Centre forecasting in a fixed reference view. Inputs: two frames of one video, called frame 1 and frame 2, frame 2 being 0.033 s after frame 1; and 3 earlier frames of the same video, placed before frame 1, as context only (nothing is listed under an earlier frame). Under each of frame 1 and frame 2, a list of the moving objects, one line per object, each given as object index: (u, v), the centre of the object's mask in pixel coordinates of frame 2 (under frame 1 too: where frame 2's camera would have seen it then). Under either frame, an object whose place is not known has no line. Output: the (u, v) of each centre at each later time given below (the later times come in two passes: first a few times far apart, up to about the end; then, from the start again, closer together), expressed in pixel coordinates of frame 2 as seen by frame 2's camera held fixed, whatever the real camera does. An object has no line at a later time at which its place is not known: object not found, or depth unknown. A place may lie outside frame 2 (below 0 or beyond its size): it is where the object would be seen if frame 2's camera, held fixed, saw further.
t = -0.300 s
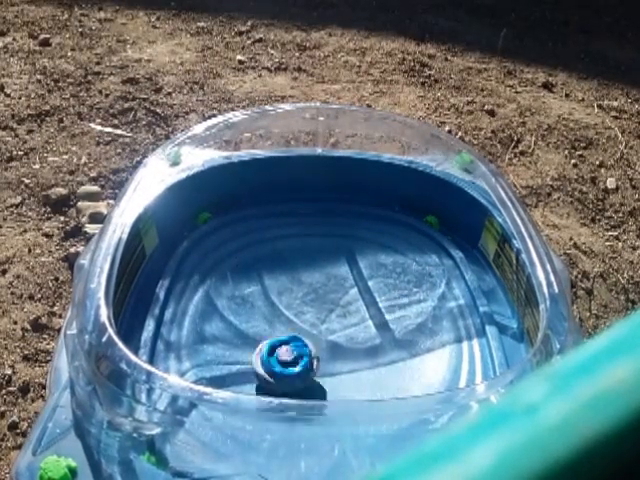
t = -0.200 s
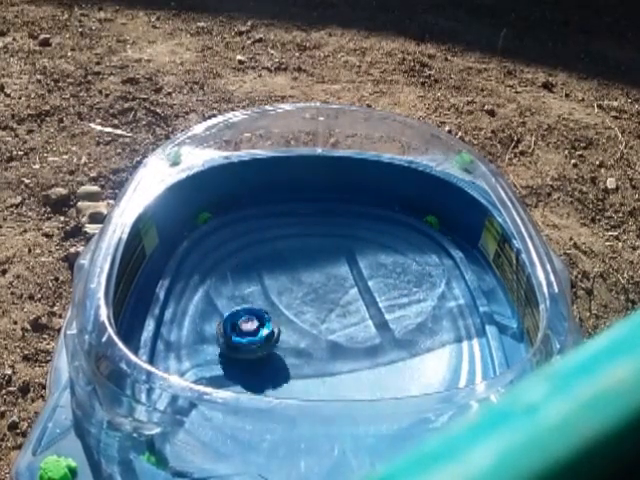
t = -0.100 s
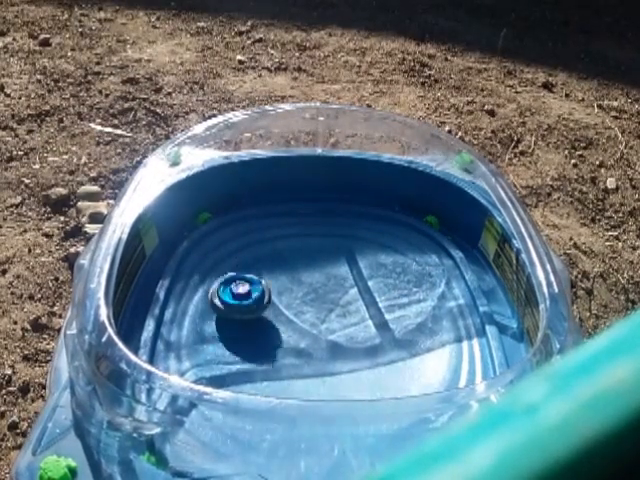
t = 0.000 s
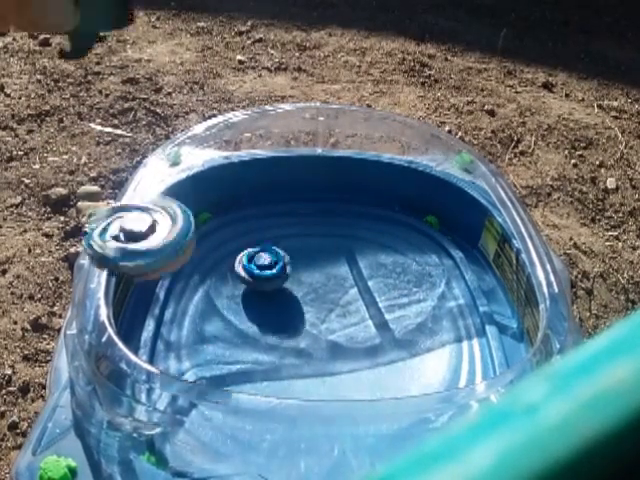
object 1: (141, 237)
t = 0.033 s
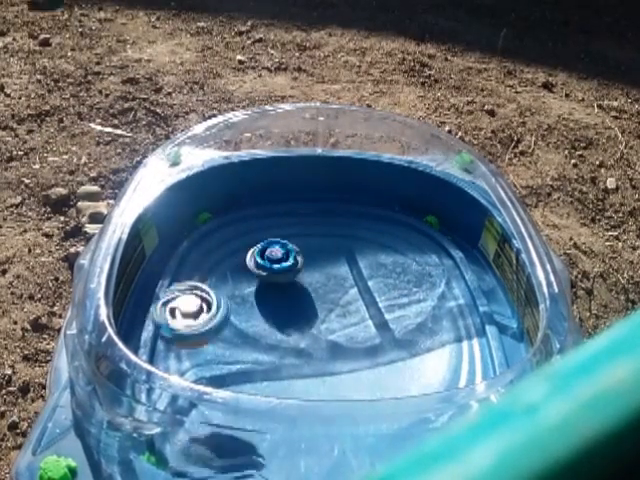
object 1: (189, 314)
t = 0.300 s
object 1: (405, 193)
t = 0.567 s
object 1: (398, 231)
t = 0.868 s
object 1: (265, 211)
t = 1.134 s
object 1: (195, 270)
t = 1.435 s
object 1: (334, 351)
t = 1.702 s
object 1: (447, 359)
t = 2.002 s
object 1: (413, 254)
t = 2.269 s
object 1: (318, 263)
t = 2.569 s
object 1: (395, 234)
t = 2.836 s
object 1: (361, 220)
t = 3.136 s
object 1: (318, 290)
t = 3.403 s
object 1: (380, 325)
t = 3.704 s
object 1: (379, 301)
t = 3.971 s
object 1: (377, 315)
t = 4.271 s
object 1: (358, 316)
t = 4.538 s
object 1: (359, 291)
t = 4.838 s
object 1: (325, 270)
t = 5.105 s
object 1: (296, 281)
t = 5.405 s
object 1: (289, 280)
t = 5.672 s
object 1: (305, 270)
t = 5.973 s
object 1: (304, 284)
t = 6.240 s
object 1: (346, 300)
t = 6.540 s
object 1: (372, 280)
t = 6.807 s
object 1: (336, 275)
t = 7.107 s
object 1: (299, 288)
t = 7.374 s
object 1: (276, 290)
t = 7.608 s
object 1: (238, 288)
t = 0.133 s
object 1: (307, 239)
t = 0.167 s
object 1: (326, 216)
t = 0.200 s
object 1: (349, 206)
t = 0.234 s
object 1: (373, 202)
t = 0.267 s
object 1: (394, 201)
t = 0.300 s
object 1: (405, 193)
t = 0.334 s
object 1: (411, 183)
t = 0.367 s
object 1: (415, 185)
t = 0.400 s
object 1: (417, 196)
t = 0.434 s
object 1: (420, 222)
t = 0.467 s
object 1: (417, 218)
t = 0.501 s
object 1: (413, 223)
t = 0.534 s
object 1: (405, 231)
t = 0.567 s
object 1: (398, 231)
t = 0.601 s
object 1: (387, 234)
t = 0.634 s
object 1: (376, 233)
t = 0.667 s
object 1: (363, 228)
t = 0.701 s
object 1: (349, 224)
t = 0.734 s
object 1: (334, 220)
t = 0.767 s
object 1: (314, 217)
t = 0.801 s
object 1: (296, 214)
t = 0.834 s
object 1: (279, 212)
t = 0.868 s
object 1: (265, 211)
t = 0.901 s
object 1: (251, 213)
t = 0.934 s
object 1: (236, 218)
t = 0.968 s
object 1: (225, 224)
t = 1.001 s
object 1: (214, 235)
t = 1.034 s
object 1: (206, 246)
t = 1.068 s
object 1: (200, 255)
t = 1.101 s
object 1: (195, 262)
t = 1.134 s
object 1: (195, 270)
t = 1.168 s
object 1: (200, 279)
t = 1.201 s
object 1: (207, 291)
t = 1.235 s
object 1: (216, 306)
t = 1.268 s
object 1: (230, 322)
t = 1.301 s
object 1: (247, 335)
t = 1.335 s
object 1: (270, 345)
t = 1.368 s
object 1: (292, 351)
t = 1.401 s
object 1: (313, 354)
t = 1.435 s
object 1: (334, 351)
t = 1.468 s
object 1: (352, 348)
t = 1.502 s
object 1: (367, 358)
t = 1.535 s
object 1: (381, 372)
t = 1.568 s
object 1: (395, 374)
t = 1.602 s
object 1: (409, 374)
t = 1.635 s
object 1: (423, 373)
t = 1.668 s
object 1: (436, 368)
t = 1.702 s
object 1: (447, 359)
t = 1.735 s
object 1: (460, 350)
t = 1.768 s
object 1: (466, 335)
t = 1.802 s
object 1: (470, 323)
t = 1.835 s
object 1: (469, 308)
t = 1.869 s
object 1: (462, 294)
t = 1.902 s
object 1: (452, 281)
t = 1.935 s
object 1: (442, 269)
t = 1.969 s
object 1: (427, 261)
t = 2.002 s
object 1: (413, 254)
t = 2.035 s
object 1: (401, 249)
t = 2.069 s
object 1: (388, 248)
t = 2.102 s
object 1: (370, 249)
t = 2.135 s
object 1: (349, 257)
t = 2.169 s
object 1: (327, 263)
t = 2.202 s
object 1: (318, 260)
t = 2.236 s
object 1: (318, 259)
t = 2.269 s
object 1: (318, 263)
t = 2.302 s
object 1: (316, 268)
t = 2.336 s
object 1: (315, 274)
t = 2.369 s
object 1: (341, 266)
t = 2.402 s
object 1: (362, 260)
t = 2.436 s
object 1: (377, 254)
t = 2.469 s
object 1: (387, 249)
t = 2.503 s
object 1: (390, 244)
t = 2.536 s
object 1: (394, 239)
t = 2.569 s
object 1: (395, 234)
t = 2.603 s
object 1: (396, 229)
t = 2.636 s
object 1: (396, 228)
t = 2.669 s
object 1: (397, 222)
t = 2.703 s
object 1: (396, 221)
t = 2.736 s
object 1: (390, 218)
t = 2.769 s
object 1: (379, 219)
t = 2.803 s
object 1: (369, 219)
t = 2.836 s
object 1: (361, 220)
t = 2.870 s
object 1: (357, 221)
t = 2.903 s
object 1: (351, 224)
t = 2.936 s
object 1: (347, 229)
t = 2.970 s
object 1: (346, 234)
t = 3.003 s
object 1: (342, 243)
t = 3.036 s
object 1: (335, 253)
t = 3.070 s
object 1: (328, 265)
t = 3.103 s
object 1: (321, 277)
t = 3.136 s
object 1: (318, 290)
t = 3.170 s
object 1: (317, 302)
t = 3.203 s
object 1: (321, 311)
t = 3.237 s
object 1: (331, 316)
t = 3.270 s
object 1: (342, 320)
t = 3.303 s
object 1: (352, 325)
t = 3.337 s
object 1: (363, 326)
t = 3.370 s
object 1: (372, 325)
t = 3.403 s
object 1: (380, 325)
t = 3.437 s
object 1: (387, 322)
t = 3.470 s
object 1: (393, 319)
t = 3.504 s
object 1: (395, 315)
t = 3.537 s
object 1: (397, 312)
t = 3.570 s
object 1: (397, 308)
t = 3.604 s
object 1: (395, 305)
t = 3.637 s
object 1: (391, 302)
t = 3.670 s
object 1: (385, 300)
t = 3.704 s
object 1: (379, 301)
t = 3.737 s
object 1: (372, 302)
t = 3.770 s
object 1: (365, 305)
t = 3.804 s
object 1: (359, 308)
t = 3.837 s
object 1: (368, 310)
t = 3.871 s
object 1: (372, 312)
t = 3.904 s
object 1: (372, 313)
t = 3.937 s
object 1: (371, 314)
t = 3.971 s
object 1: (377, 315)
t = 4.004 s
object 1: (381, 315)
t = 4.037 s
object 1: (382, 315)
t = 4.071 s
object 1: (381, 316)
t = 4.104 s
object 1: (378, 316)
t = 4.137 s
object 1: (374, 316)
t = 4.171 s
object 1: (370, 315)
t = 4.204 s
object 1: (366, 315)
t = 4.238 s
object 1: (362, 315)
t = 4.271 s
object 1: (358, 316)
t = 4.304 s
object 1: (364, 310)
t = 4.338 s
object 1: (366, 307)
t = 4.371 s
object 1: (365, 305)
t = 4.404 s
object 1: (363, 305)
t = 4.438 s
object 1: (359, 305)
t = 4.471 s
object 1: (352, 305)
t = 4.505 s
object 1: (355, 297)
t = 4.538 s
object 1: (359, 291)
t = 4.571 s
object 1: (359, 285)
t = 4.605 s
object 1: (356, 283)
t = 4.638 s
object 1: (351, 283)
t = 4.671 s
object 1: (343, 282)
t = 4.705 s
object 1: (333, 281)
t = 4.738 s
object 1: (327, 280)
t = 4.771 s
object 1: (328, 273)
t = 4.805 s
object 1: (328, 270)
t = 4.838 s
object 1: (325, 270)
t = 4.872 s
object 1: (323, 272)
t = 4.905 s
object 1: (316, 276)
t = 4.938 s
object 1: (311, 279)
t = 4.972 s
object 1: (305, 283)
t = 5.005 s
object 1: (301, 279)
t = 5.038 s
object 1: (300, 278)
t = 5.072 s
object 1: (298, 278)
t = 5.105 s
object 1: (296, 281)
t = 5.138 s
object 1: (294, 284)
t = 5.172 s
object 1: (293, 285)
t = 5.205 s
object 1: (292, 279)
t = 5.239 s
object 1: (291, 276)
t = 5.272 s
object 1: (292, 274)
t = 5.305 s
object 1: (292, 276)
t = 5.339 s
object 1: (292, 277)
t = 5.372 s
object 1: (290, 278)
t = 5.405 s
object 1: (289, 280)
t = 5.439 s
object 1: (290, 284)
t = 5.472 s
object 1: (291, 287)
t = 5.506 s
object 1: (295, 291)
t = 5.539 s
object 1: (298, 290)
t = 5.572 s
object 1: (300, 281)
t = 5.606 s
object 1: (303, 275)
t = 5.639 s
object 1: (305, 272)
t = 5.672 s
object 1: (305, 270)
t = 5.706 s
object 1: (305, 270)
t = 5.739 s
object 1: (304, 269)
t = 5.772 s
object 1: (300, 269)
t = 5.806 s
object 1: (297, 270)
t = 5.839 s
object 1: (296, 270)
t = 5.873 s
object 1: (295, 272)
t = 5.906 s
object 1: (297, 275)
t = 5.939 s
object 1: (300, 279)
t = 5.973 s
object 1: (304, 284)
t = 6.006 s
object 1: (308, 289)
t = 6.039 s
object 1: (313, 292)
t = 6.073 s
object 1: (318, 296)
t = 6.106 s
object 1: (323, 298)
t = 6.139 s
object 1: (328, 299)
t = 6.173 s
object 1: (334, 301)
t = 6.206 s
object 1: (340, 301)
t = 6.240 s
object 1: (346, 300)
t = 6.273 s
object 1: (352, 299)
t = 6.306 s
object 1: (357, 299)
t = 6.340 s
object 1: (360, 297)
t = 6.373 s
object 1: (364, 296)
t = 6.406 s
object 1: (370, 291)
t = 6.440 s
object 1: (375, 287)
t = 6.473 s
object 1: (377, 284)
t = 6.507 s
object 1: (376, 281)
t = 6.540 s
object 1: (372, 280)
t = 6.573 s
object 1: (367, 279)
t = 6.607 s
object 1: (360, 278)
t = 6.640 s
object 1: (354, 278)
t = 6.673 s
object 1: (349, 278)
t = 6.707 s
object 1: (346, 281)
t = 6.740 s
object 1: (343, 278)
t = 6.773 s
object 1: (340, 275)
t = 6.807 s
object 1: (336, 275)
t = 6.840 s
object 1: (333, 277)
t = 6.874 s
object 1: (329, 283)
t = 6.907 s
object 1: (324, 288)
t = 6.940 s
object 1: (318, 290)
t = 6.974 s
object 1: (313, 290)
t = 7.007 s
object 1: (309, 291)
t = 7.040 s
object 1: (304, 288)
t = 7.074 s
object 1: (301, 287)
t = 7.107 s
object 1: (299, 288)
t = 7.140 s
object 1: (295, 287)
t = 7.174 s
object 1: (291, 286)
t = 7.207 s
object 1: (287, 283)
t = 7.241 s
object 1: (284, 281)
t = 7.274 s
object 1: (281, 281)
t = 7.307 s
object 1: (279, 283)
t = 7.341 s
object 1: (277, 286)
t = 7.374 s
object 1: (276, 290)
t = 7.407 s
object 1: (275, 295)
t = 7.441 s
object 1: (275, 300)
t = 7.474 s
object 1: (276, 304)
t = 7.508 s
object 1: (259, 295)
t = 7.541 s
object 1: (248, 288)
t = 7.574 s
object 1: (241, 287)
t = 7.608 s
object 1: (238, 288)
